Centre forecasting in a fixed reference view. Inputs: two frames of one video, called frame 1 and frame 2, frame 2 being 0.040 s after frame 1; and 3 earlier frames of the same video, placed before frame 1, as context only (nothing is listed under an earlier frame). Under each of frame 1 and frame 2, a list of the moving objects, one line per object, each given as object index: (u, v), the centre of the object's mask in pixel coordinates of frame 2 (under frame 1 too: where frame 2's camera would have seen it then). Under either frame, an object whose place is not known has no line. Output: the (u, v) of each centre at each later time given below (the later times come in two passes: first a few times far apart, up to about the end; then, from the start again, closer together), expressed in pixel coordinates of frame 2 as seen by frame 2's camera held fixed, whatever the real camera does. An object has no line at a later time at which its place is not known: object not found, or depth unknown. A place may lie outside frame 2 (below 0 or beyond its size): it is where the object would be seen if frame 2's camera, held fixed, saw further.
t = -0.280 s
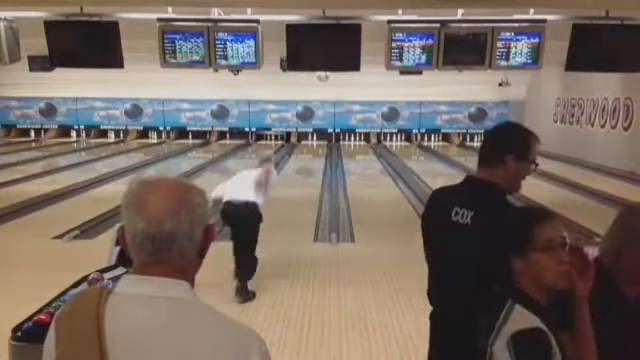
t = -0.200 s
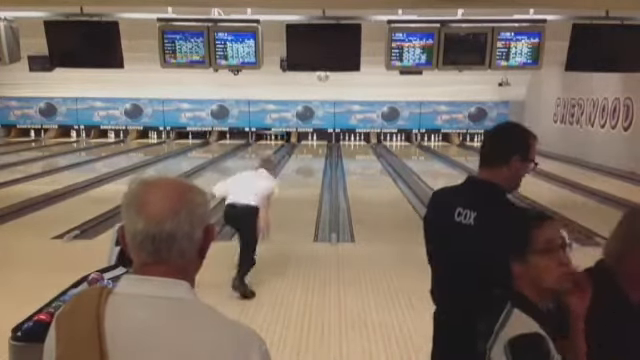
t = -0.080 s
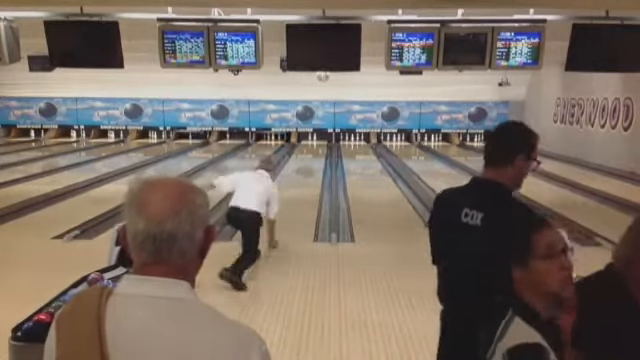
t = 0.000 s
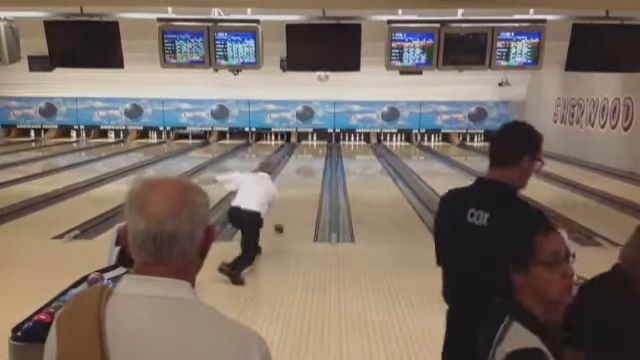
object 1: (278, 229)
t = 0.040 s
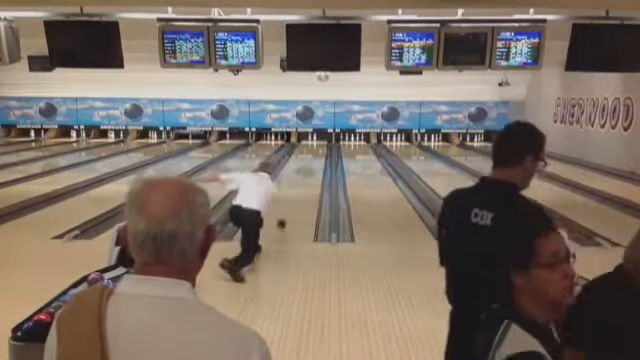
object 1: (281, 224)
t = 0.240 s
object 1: (291, 200)
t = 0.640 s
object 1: (300, 170)
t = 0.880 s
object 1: (305, 159)
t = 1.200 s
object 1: (305, 150)
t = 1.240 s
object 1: (307, 149)
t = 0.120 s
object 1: (285, 214)
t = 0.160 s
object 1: (288, 209)
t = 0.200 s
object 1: (289, 204)
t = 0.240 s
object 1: (291, 200)
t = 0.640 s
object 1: (300, 170)
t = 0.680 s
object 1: (301, 167)
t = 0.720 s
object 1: (302, 165)
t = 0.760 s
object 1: (303, 164)
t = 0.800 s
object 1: (304, 162)
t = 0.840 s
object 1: (304, 161)
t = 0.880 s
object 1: (305, 159)
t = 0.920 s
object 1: (305, 156)
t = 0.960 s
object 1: (305, 156)
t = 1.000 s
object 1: (305, 154)
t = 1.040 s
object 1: (306, 153)
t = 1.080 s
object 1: (306, 153)
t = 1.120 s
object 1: (306, 151)
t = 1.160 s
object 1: (305, 151)
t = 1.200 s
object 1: (305, 150)
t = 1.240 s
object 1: (307, 149)
